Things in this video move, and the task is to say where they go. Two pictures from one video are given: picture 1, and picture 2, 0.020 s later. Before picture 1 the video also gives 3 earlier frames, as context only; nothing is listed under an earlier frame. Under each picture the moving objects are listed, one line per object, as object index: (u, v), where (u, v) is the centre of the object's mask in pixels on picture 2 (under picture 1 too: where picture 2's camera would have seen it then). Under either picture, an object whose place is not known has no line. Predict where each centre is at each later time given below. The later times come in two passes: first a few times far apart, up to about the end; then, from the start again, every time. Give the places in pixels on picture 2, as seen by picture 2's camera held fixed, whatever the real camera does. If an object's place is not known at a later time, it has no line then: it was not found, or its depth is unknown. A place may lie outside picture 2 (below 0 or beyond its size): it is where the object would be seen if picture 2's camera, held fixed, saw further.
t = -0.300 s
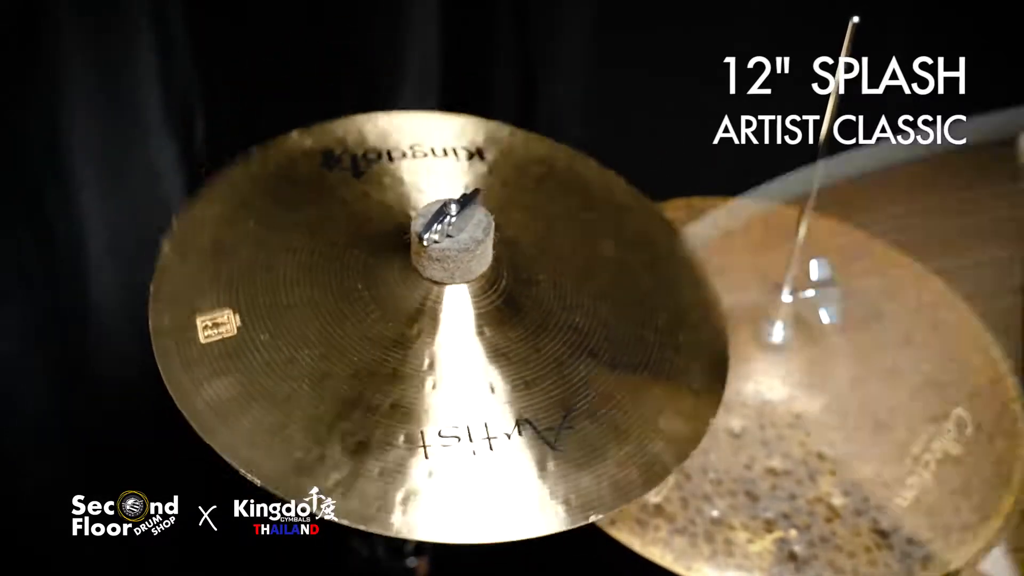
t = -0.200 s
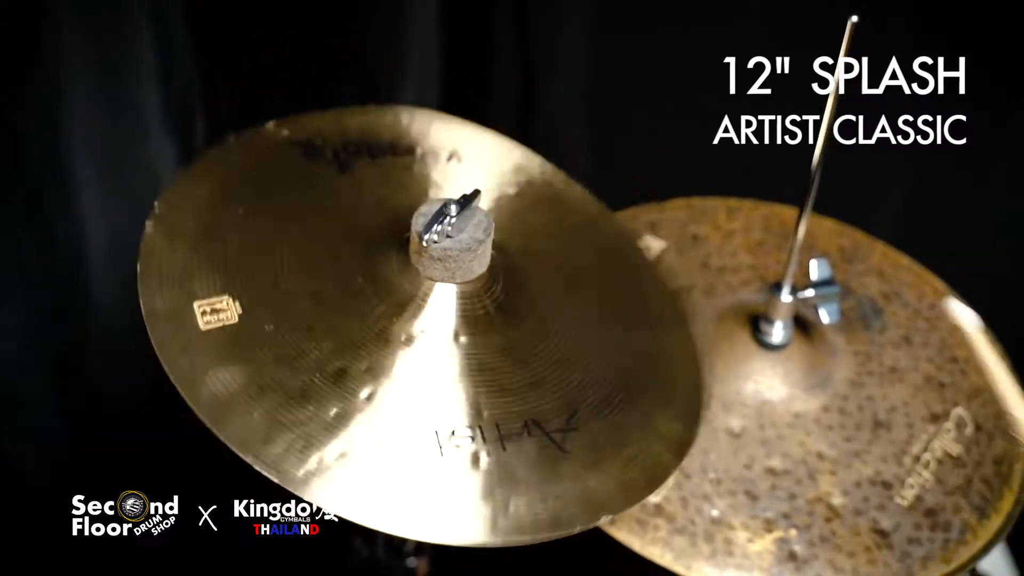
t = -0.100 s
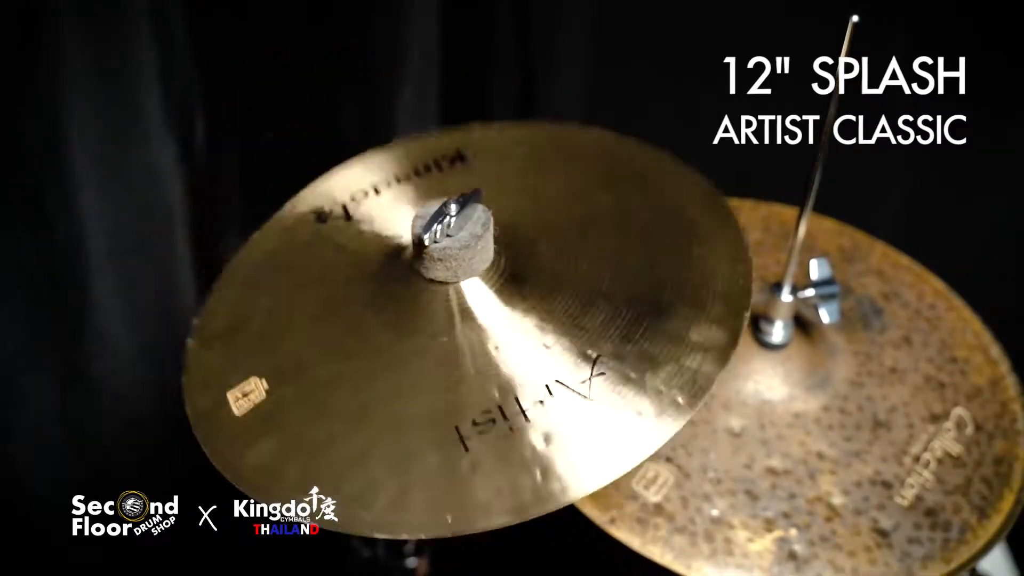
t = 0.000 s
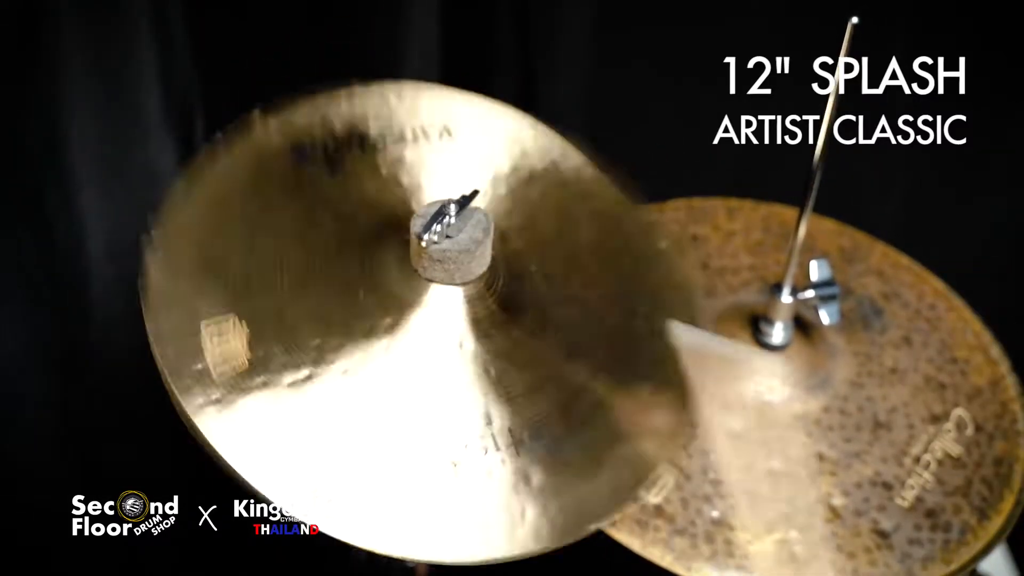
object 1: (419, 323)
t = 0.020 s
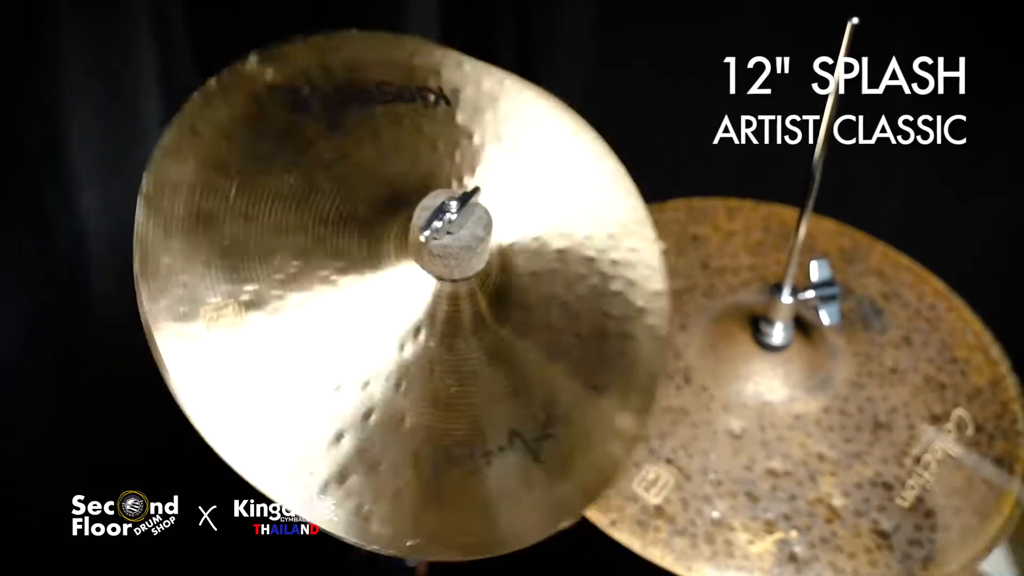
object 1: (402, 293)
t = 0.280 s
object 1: (418, 318)
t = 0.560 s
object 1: (427, 326)
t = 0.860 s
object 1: (445, 334)
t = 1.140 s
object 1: (455, 335)
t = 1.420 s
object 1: (441, 335)
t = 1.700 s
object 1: (445, 337)
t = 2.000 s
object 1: (449, 336)
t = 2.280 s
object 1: (445, 336)
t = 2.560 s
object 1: (445, 336)
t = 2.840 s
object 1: (446, 336)
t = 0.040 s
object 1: (403, 299)
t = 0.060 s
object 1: (418, 317)
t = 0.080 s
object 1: (435, 333)
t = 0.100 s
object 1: (452, 335)
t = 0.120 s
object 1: (477, 338)
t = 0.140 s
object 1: (484, 336)
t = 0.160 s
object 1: (478, 336)
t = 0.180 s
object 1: (460, 334)
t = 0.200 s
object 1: (446, 330)
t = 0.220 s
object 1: (431, 320)
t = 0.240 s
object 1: (418, 313)
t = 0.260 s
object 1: (414, 314)
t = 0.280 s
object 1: (418, 318)
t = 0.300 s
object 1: (426, 326)
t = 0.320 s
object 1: (439, 333)
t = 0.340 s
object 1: (447, 335)
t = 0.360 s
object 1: (454, 335)
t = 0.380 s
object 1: (462, 335)
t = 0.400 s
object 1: (469, 334)
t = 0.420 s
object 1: (468, 333)
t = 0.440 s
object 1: (465, 334)
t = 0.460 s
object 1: (458, 335)
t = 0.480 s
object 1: (453, 334)
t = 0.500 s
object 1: (444, 332)
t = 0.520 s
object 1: (436, 328)
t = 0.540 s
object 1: (430, 326)
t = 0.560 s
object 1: (427, 326)
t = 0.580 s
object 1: (427, 327)
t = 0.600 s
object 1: (429, 329)
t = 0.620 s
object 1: (433, 332)
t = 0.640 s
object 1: (440, 334)
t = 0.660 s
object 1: (448, 337)
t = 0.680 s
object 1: (451, 336)
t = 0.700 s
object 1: (453, 335)
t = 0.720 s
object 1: (455, 335)
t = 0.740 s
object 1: (459, 335)
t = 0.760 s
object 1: (461, 334)
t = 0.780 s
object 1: (460, 335)
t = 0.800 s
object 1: (456, 335)
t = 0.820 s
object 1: (452, 336)
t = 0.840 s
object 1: (448, 335)
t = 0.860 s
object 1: (445, 334)
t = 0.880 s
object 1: (441, 333)
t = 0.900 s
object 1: (438, 332)
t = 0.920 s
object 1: (435, 332)
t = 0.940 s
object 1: (434, 332)
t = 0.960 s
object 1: (434, 332)
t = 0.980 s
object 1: (436, 333)
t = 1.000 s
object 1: (439, 334)
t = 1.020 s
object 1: (444, 335)
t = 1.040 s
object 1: (445, 337)
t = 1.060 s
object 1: (447, 337)
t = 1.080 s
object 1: (449, 337)
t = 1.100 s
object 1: (453, 336)
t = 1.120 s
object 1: (455, 335)
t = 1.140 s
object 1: (455, 335)
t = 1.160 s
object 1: (454, 336)
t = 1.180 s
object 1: (454, 336)
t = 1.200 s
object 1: (453, 336)
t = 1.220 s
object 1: (451, 337)
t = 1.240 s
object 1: (448, 336)
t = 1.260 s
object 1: (446, 337)
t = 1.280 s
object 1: (444, 336)
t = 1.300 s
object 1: (442, 336)
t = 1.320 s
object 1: (440, 335)
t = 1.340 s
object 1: (439, 334)
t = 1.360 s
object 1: (438, 334)
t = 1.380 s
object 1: (439, 334)
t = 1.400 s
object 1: (439, 334)
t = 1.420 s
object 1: (441, 335)
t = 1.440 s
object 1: (443, 336)
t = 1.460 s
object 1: (445, 336)
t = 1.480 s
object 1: (447, 336)
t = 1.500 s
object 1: (448, 336)
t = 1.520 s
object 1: (449, 336)
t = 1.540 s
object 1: (451, 336)
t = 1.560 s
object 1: (452, 336)
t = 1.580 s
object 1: (451, 336)
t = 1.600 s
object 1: (451, 337)
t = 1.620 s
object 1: (450, 337)
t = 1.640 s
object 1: (449, 336)
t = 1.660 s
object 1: (447, 337)
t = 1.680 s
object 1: (446, 337)
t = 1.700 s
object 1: (445, 337)
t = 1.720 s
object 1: (443, 336)
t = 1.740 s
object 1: (442, 336)
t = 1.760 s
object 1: (442, 335)
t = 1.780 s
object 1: (442, 335)
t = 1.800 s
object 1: (442, 335)
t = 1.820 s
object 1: (442, 335)
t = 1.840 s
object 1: (443, 335)
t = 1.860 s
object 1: (444, 336)
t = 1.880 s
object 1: (446, 336)
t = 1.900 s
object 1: (447, 336)
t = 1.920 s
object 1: (447, 336)
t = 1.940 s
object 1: (448, 336)
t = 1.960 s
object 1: (449, 337)
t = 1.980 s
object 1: (449, 336)
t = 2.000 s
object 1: (449, 336)
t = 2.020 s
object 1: (448, 337)
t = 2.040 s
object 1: (448, 337)
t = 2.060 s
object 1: (447, 337)
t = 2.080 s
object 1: (446, 337)
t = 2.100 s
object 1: (445, 336)
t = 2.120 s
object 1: (445, 336)
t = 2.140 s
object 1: (444, 336)
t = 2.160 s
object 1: (444, 336)
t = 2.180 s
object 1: (444, 336)
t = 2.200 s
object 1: (444, 336)
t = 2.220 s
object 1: (444, 336)
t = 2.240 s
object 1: (444, 335)
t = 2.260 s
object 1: (445, 335)
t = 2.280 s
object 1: (445, 336)
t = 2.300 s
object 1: (446, 336)
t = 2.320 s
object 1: (446, 336)
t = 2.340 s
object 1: (447, 336)
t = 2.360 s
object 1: (447, 336)
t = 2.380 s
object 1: (447, 337)
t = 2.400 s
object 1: (447, 336)
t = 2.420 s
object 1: (447, 336)
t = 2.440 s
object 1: (447, 337)
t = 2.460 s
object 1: (446, 337)
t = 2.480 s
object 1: (446, 337)
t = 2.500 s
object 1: (446, 336)
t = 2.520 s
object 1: (445, 337)
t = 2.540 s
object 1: (445, 336)
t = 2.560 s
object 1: (445, 336)
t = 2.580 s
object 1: (445, 336)
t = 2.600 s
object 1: (445, 336)
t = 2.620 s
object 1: (445, 336)
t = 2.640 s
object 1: (445, 336)
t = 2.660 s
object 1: (445, 336)
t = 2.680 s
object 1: (445, 336)
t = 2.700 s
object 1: (445, 336)
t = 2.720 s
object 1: (446, 336)
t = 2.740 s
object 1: (446, 336)
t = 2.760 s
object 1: (446, 336)
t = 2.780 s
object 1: (446, 336)
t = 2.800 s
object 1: (446, 337)
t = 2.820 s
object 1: (446, 336)
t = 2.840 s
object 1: (446, 336)
